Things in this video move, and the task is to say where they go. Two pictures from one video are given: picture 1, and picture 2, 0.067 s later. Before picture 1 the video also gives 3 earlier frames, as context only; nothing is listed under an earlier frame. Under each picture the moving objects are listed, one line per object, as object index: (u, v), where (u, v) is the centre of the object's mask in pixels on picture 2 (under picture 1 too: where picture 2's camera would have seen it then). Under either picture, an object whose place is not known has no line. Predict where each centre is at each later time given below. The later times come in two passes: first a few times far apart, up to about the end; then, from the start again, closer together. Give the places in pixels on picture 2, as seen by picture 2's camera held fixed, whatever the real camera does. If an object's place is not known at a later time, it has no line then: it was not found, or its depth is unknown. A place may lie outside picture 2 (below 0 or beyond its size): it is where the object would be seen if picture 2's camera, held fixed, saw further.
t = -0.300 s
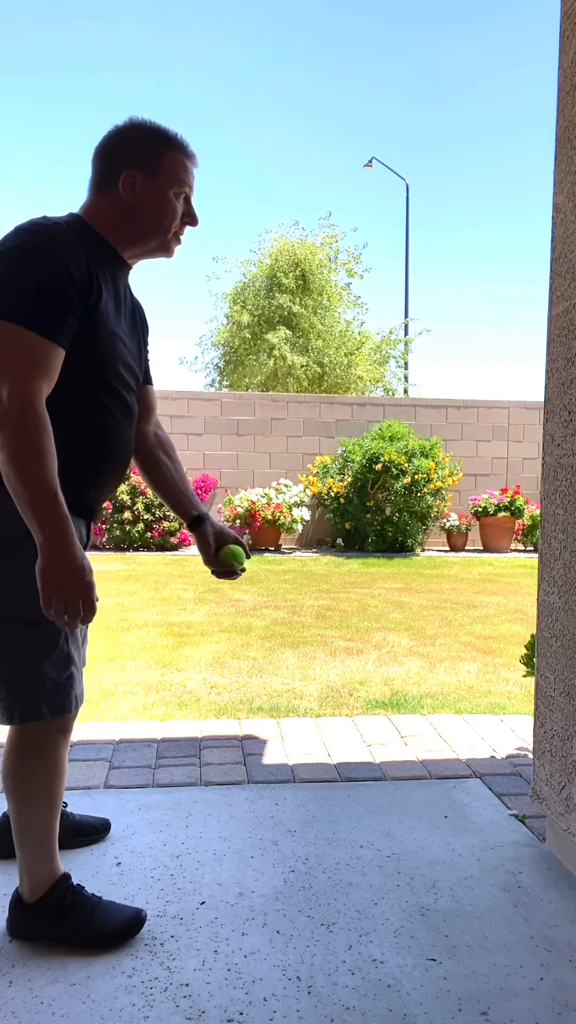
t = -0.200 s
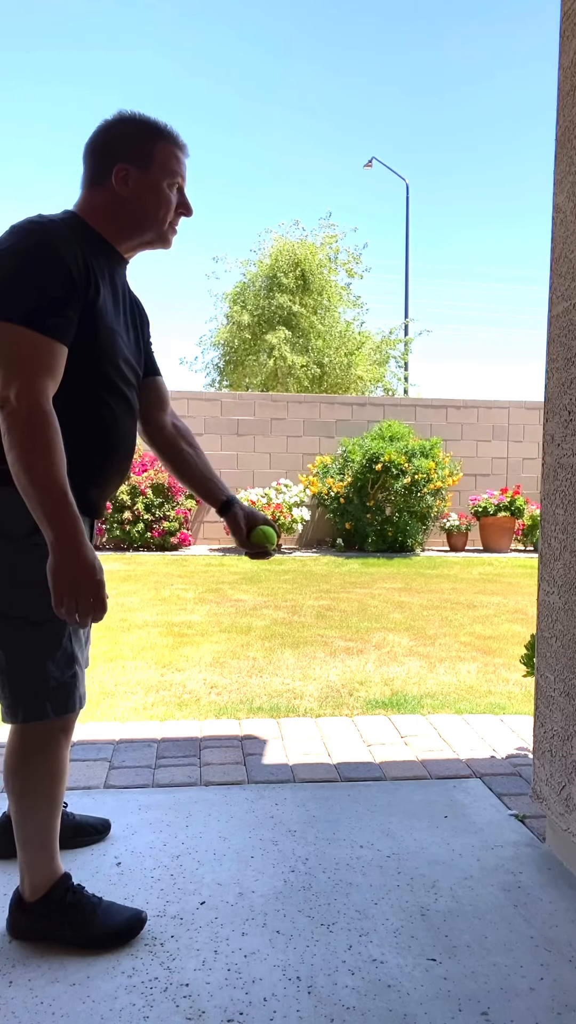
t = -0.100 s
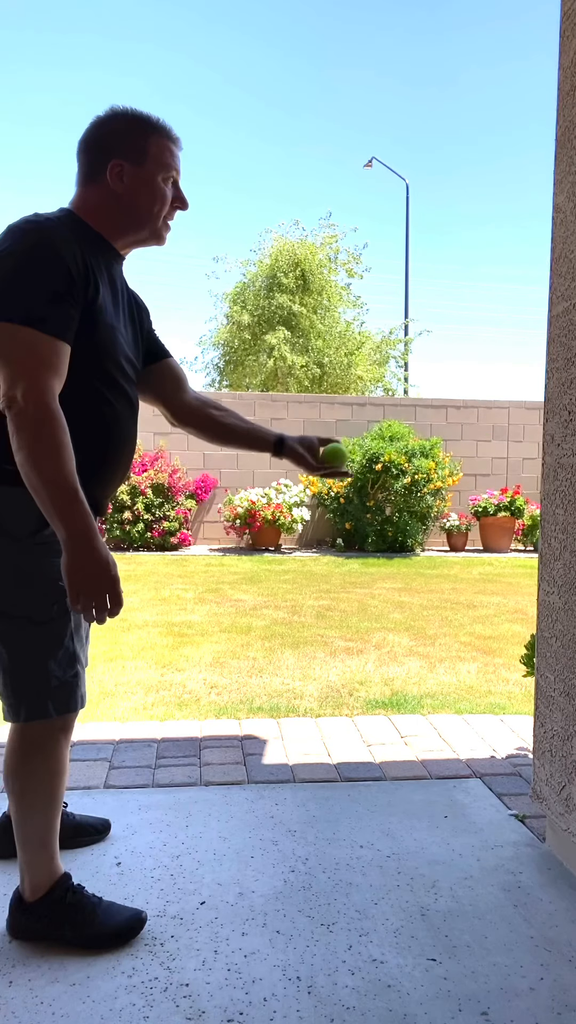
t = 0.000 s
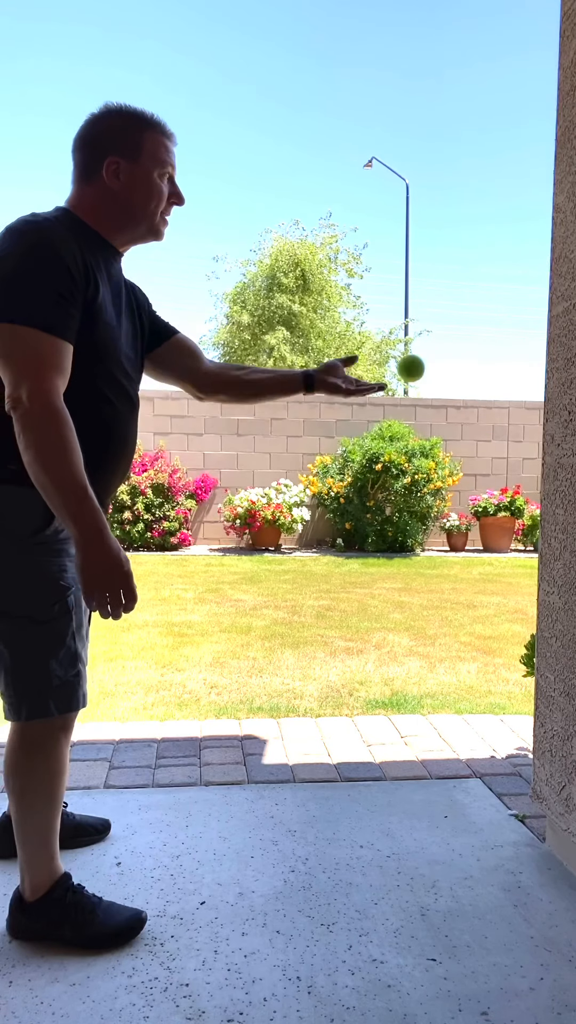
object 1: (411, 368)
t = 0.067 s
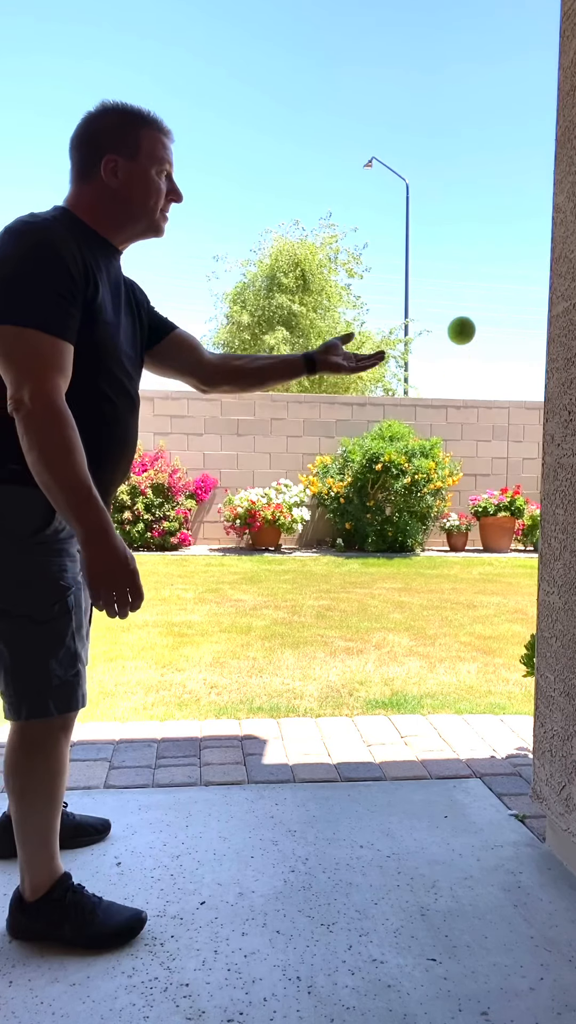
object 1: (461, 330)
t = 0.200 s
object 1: (561, 309)
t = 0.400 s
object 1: (471, 393)
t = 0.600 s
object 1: (349, 644)
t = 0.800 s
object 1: (242, 778)
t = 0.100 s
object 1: (487, 318)
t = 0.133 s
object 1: (512, 311)
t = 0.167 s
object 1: (536, 308)
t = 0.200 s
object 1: (561, 309)
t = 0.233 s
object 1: (565, 314)
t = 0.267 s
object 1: (550, 320)
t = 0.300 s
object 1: (530, 330)
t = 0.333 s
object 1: (511, 346)
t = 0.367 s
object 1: (491, 367)
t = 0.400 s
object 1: (471, 393)
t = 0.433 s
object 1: (451, 422)
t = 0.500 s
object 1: (410, 497)
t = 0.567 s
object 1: (369, 591)
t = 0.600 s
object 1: (349, 644)
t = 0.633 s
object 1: (328, 703)
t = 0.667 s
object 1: (307, 767)
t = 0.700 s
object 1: (287, 835)
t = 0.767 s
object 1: (255, 827)
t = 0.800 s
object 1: (242, 778)
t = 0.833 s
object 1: (228, 734)
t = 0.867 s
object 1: (215, 693)
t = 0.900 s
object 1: (201, 656)
